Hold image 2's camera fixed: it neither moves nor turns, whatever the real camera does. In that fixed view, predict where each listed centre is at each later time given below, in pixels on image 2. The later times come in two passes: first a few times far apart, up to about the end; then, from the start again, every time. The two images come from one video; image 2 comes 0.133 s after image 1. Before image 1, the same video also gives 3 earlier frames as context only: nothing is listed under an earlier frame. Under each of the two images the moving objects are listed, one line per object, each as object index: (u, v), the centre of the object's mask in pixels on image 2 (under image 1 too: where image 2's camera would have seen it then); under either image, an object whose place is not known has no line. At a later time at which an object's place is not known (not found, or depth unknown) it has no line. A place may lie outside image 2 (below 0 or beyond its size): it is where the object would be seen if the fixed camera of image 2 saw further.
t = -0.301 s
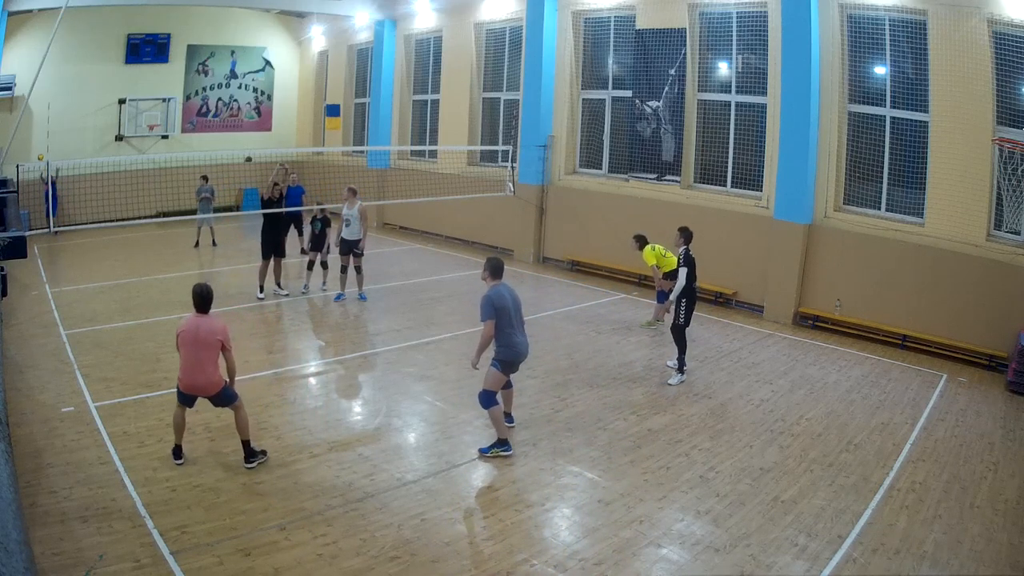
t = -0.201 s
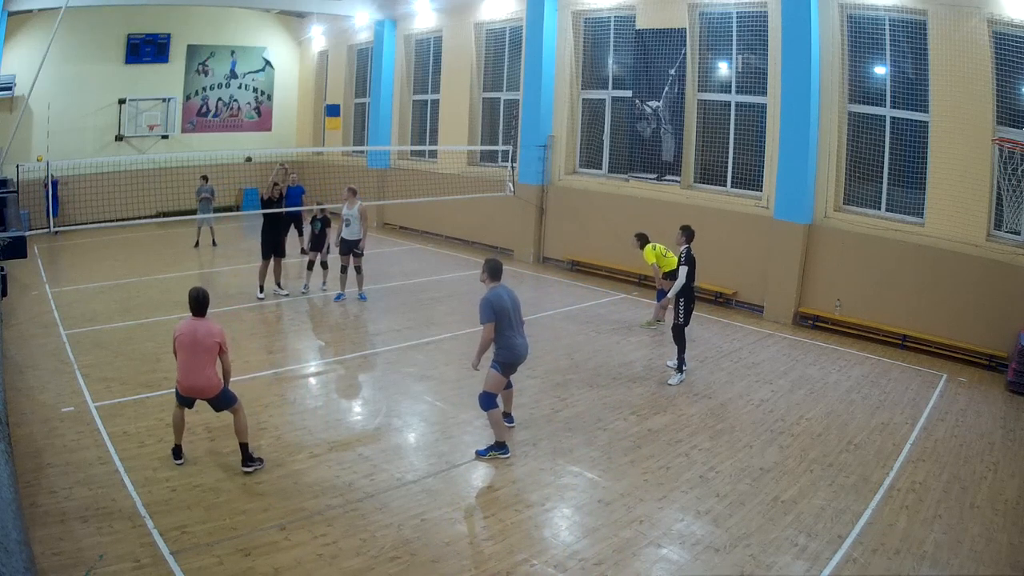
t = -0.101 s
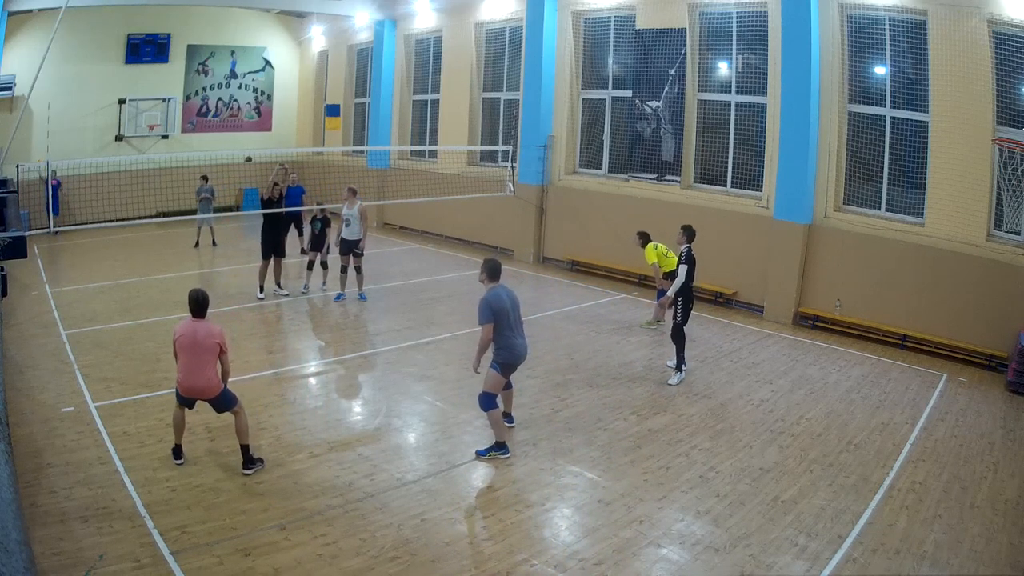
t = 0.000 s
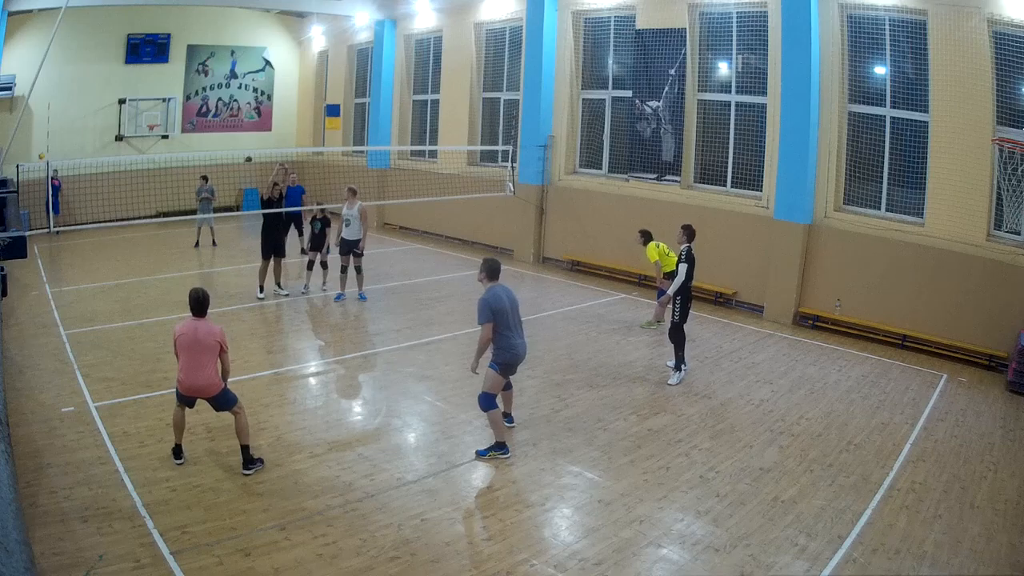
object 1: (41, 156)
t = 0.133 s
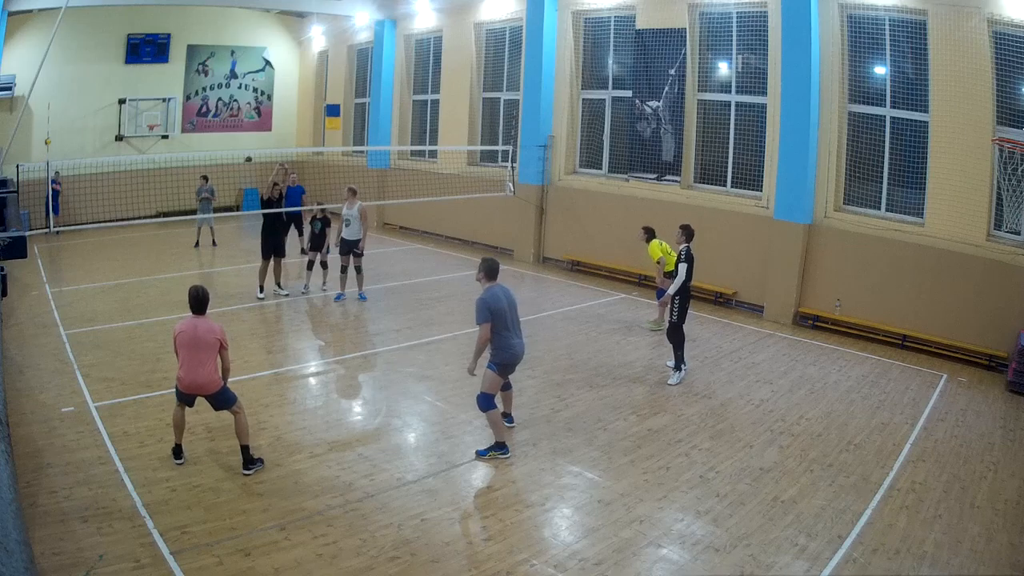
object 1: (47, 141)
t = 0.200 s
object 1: (50, 135)
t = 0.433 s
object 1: (62, 121)
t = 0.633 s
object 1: (84, 125)
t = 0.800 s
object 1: (121, 158)
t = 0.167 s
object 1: (49, 138)
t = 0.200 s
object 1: (50, 135)
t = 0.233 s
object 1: (52, 132)
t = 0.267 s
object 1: (53, 130)
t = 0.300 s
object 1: (55, 128)
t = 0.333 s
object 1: (56, 125)
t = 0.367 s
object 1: (58, 124)
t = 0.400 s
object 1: (60, 122)
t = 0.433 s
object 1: (62, 121)
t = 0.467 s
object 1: (65, 120)
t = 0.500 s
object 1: (68, 120)
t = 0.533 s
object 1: (70, 120)
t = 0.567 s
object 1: (74, 121)
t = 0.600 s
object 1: (78, 122)
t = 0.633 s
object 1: (84, 125)
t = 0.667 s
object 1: (89, 129)
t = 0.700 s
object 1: (95, 134)
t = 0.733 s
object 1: (103, 141)
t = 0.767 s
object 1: (112, 148)
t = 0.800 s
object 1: (121, 158)
